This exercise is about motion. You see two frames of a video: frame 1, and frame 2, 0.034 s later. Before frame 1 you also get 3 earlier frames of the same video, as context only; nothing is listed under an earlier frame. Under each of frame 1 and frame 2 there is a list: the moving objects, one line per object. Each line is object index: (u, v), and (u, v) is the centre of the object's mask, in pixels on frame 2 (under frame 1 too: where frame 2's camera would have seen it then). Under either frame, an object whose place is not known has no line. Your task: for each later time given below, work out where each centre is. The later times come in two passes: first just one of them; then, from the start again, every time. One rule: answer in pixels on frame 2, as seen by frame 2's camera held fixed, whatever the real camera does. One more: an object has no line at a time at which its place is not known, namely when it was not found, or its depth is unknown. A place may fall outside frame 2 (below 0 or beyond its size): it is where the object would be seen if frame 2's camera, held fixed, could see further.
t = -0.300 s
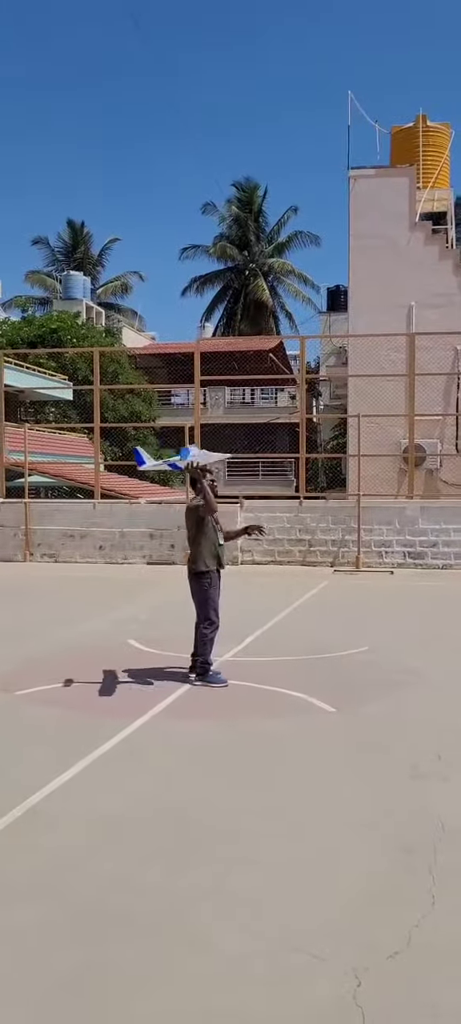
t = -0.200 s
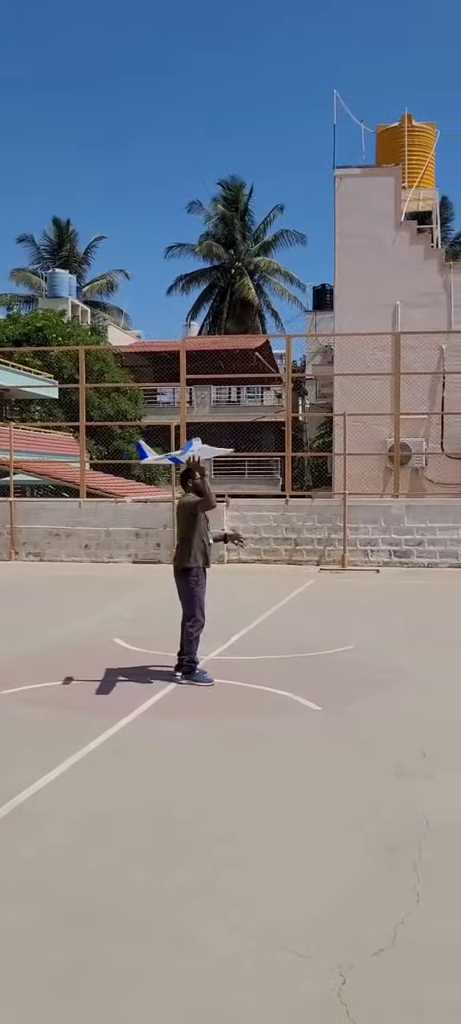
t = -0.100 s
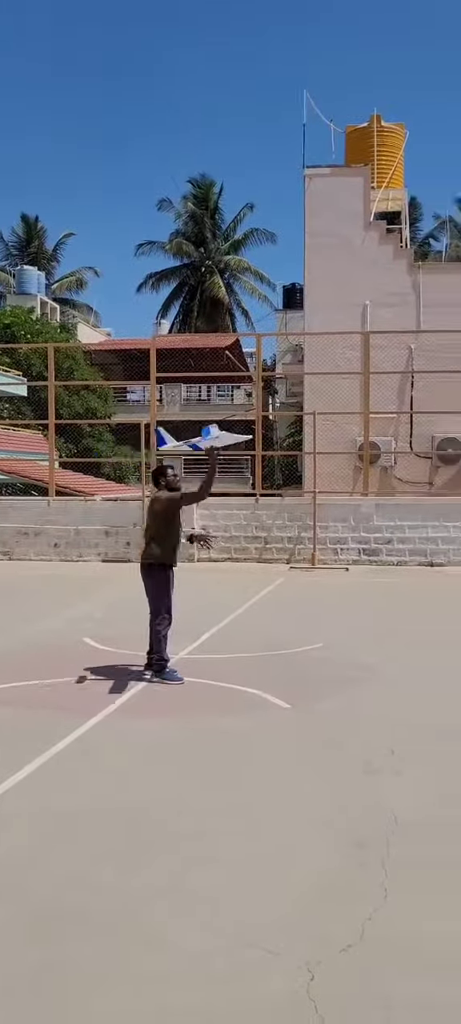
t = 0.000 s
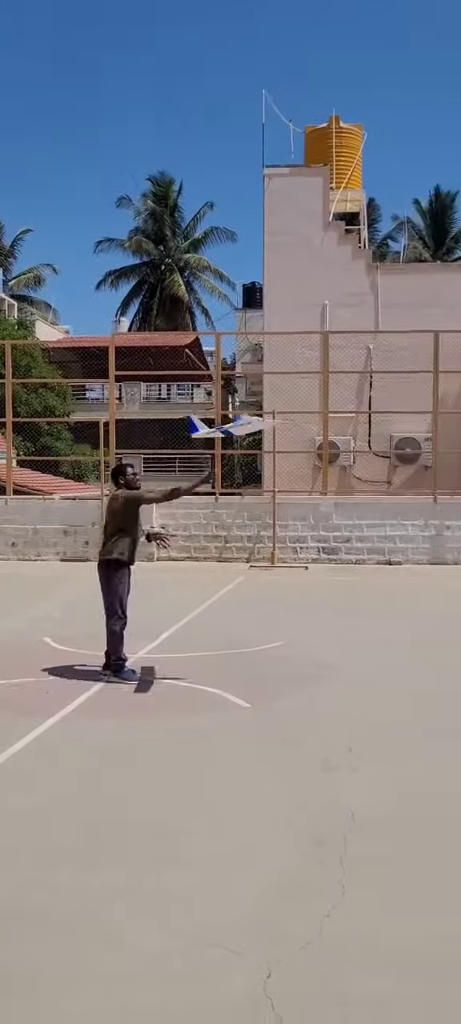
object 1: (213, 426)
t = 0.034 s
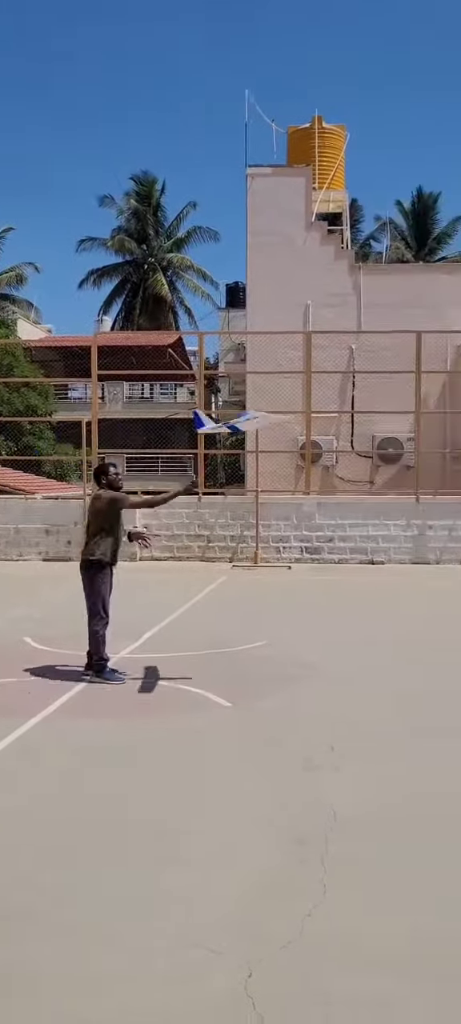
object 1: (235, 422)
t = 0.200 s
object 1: (344, 401)
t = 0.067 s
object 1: (263, 417)
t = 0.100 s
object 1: (284, 413)
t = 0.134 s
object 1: (305, 410)
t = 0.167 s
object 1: (328, 406)
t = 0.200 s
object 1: (344, 401)
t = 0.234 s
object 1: (368, 398)
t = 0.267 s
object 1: (395, 396)
